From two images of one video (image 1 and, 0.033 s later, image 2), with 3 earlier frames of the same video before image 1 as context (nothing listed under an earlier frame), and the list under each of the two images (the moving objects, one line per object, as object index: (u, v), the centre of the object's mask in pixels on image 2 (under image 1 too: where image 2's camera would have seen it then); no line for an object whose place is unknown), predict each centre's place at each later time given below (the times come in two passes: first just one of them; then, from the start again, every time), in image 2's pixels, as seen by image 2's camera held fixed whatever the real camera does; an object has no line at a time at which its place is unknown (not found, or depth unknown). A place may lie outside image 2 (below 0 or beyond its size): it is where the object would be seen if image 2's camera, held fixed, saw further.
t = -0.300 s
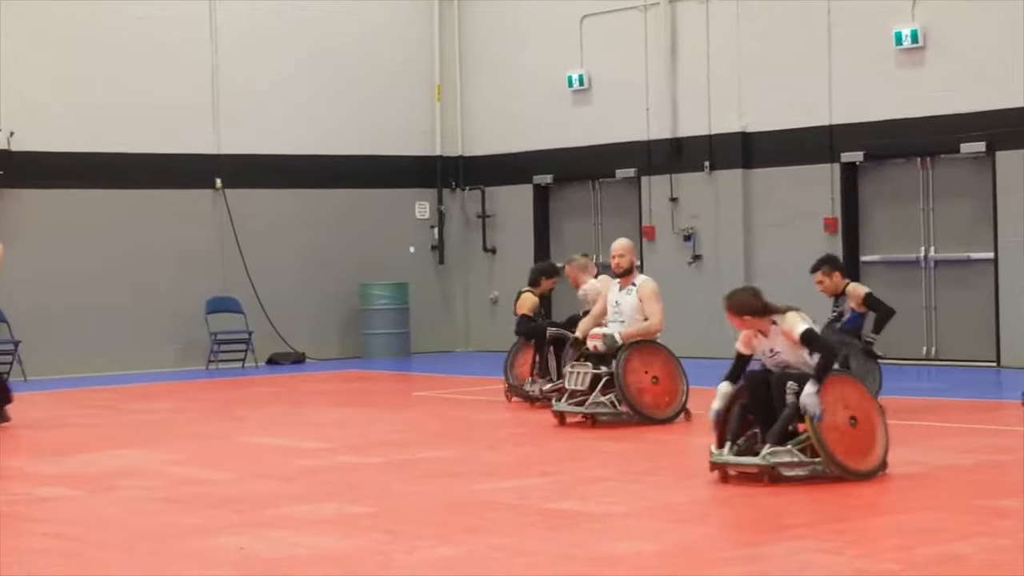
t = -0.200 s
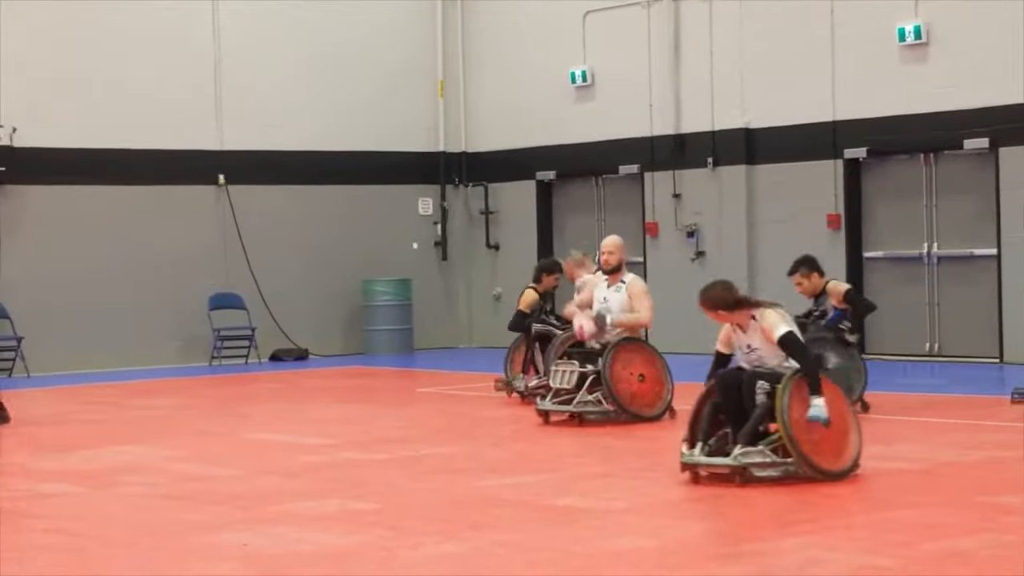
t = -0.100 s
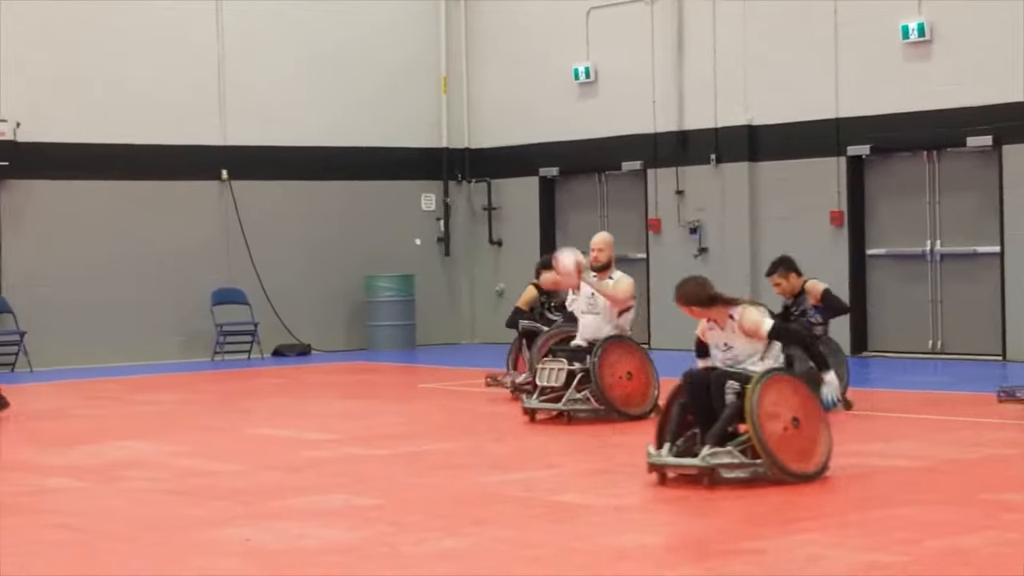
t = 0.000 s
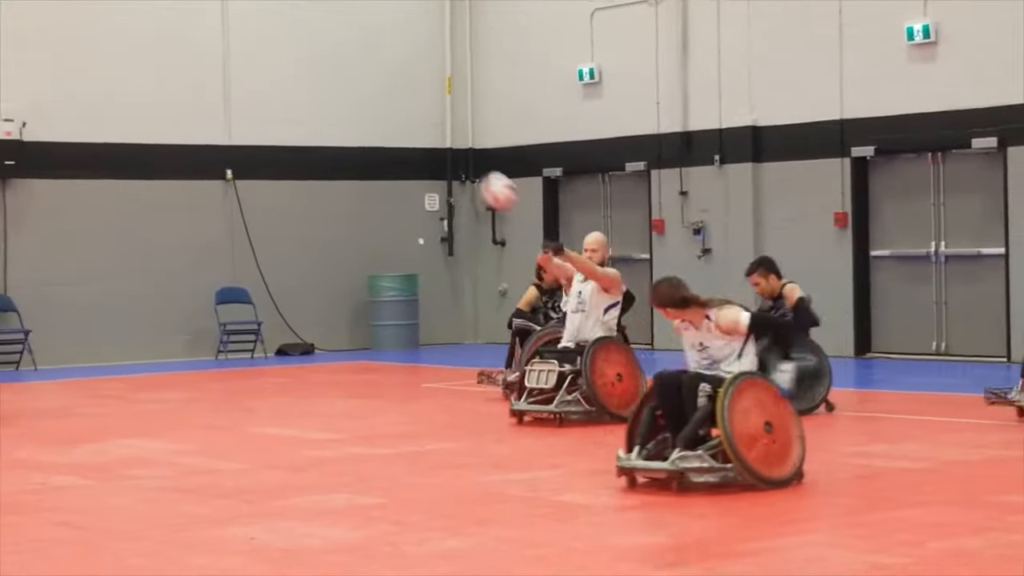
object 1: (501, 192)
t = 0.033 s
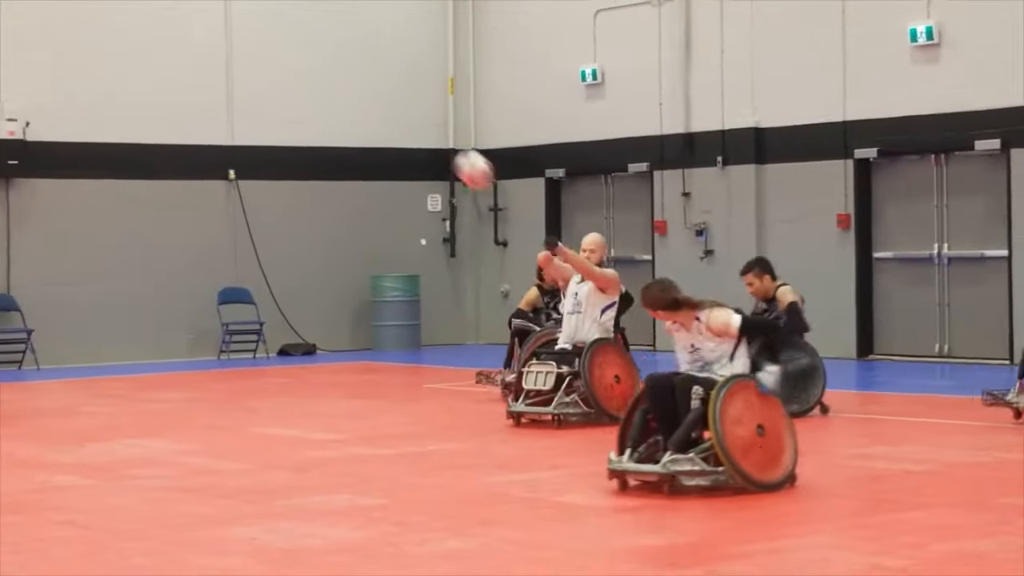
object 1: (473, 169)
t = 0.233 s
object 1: (293, 53)
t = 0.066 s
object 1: (445, 147)
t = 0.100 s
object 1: (417, 126)
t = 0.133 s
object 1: (387, 106)
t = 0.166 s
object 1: (354, 86)
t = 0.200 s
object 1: (325, 69)
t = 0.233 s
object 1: (293, 53)
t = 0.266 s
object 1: (262, 40)
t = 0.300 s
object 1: (229, 26)
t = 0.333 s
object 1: (194, 14)
